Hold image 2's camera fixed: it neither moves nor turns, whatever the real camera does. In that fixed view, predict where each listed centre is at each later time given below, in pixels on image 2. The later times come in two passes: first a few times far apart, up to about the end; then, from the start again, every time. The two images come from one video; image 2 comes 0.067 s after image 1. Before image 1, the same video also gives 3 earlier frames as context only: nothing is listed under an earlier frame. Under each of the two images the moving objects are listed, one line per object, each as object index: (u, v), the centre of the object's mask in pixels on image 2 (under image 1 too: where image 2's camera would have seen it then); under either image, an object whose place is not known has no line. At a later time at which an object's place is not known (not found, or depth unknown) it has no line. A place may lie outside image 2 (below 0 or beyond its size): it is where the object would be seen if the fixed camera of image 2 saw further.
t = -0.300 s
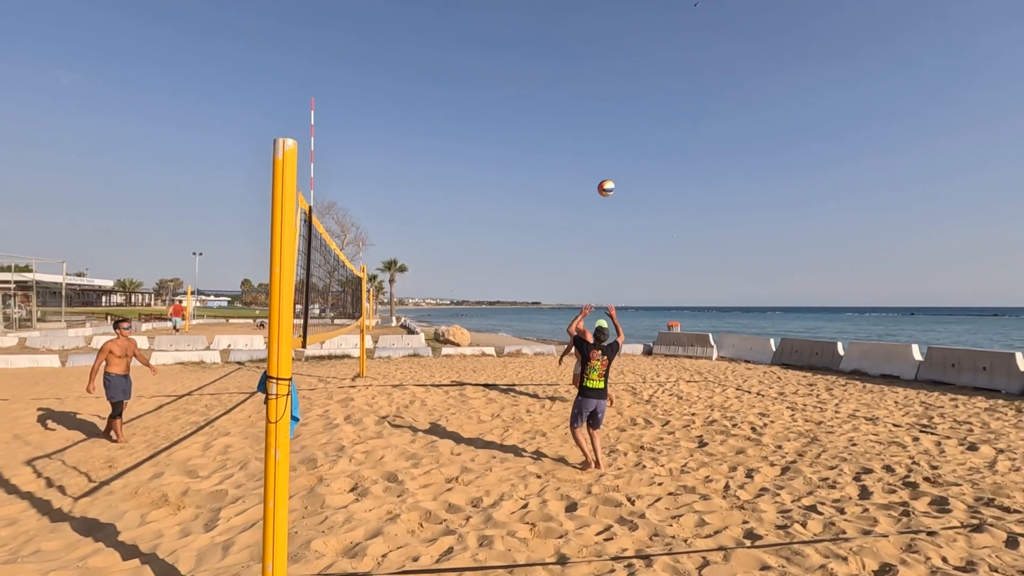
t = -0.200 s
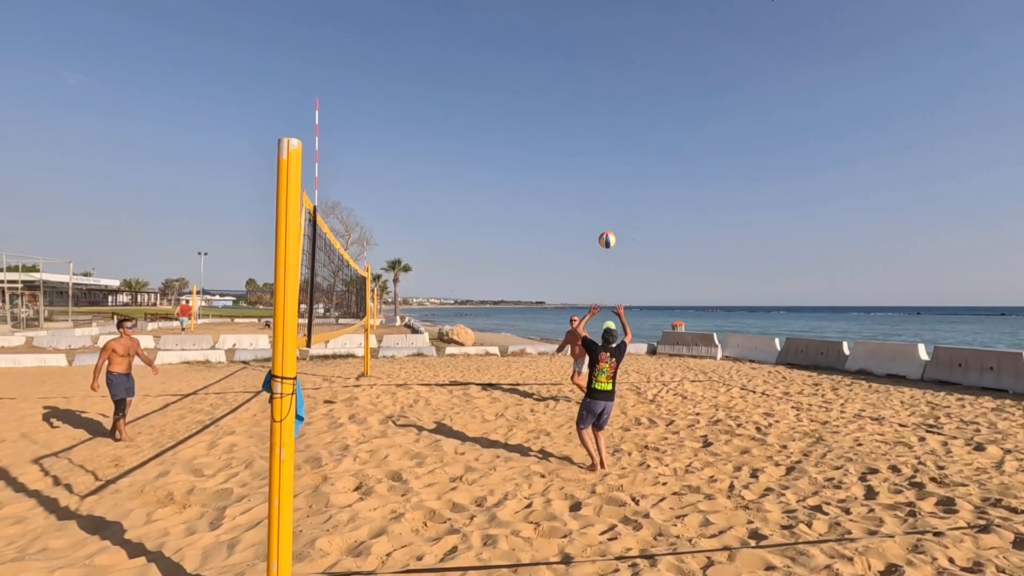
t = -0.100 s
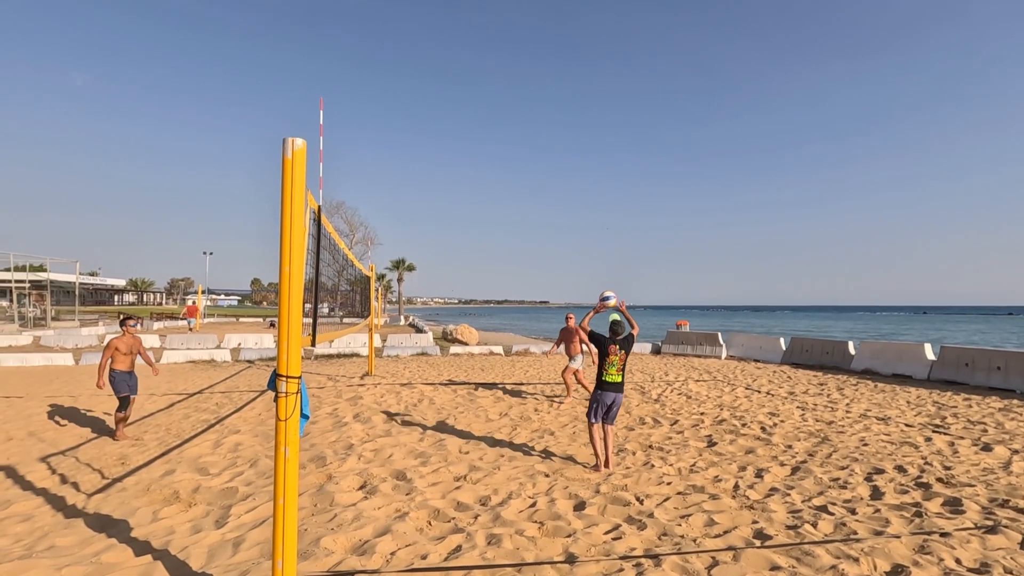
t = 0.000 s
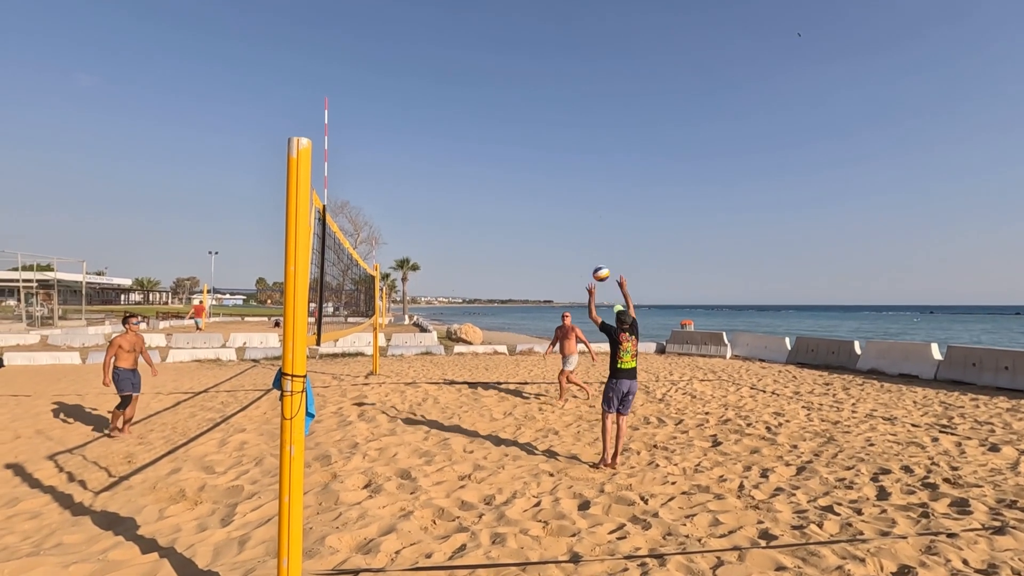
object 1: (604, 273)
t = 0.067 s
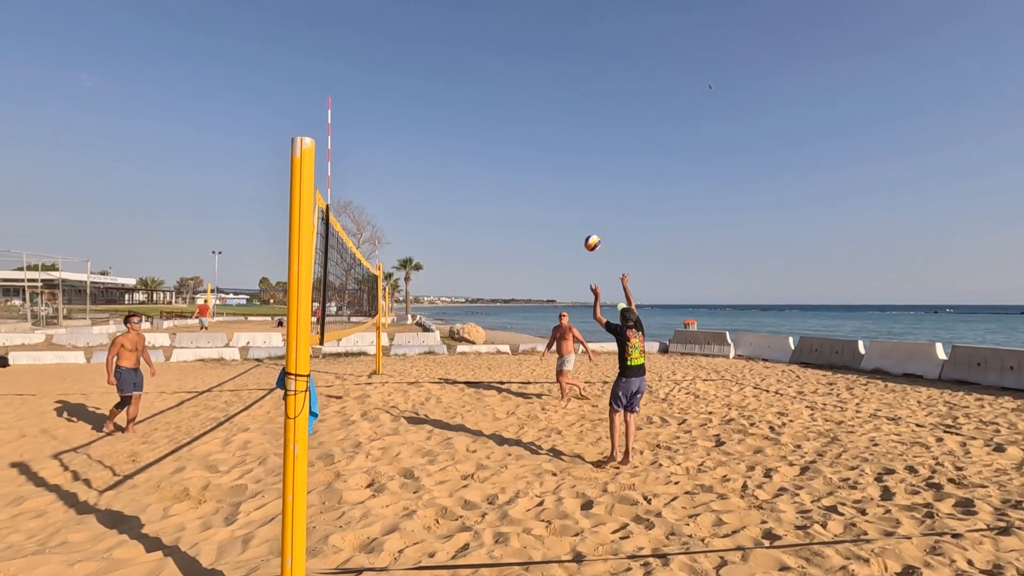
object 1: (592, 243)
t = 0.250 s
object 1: (565, 185)
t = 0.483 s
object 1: (536, 155)
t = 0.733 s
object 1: (510, 164)
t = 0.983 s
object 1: (489, 205)
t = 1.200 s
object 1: (474, 261)
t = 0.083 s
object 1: (589, 236)
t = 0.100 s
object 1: (587, 230)
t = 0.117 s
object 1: (584, 224)
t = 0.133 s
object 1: (581, 218)
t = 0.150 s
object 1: (579, 213)
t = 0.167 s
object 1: (576, 207)
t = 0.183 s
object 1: (574, 202)
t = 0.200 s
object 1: (572, 198)
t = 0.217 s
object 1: (569, 193)
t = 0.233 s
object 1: (567, 189)
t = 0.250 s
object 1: (565, 185)
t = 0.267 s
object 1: (562, 182)
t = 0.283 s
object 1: (560, 178)
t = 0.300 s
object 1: (558, 175)
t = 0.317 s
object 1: (556, 172)
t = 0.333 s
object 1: (554, 169)
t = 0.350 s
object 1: (552, 167)
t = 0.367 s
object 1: (550, 165)
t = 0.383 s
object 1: (548, 162)
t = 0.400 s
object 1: (546, 161)
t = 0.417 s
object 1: (543, 159)
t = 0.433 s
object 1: (541, 158)
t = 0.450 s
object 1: (539, 157)
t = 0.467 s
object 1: (537, 156)
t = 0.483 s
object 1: (536, 155)
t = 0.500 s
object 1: (534, 154)
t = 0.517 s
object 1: (532, 154)
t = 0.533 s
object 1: (530, 154)
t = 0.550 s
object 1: (528, 154)
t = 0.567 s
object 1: (526, 154)
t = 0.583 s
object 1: (525, 154)
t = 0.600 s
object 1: (523, 154)
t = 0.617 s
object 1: (521, 155)
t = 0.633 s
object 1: (519, 156)
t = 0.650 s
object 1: (518, 157)
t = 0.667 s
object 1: (516, 158)
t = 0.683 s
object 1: (515, 159)
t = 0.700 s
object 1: (513, 160)
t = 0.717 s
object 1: (511, 162)
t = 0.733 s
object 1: (510, 164)
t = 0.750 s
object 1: (508, 165)
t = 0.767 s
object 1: (507, 168)
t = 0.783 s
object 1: (505, 170)
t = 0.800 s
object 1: (504, 172)
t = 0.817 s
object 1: (502, 174)
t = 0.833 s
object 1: (501, 177)
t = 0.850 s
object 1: (500, 179)
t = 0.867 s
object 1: (498, 182)
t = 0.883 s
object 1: (497, 185)
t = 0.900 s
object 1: (496, 188)
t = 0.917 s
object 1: (494, 191)
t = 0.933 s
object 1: (493, 195)
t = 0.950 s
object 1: (492, 198)
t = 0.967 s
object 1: (490, 201)
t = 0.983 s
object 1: (489, 205)
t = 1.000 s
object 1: (488, 208)
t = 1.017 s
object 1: (487, 212)
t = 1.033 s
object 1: (486, 216)
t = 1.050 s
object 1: (484, 220)
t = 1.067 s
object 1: (483, 225)
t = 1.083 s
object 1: (482, 229)
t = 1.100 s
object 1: (481, 233)
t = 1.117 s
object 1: (480, 238)
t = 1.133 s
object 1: (479, 242)
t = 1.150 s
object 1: (478, 247)
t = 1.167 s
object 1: (476, 251)
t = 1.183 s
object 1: (475, 256)
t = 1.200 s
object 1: (474, 261)
